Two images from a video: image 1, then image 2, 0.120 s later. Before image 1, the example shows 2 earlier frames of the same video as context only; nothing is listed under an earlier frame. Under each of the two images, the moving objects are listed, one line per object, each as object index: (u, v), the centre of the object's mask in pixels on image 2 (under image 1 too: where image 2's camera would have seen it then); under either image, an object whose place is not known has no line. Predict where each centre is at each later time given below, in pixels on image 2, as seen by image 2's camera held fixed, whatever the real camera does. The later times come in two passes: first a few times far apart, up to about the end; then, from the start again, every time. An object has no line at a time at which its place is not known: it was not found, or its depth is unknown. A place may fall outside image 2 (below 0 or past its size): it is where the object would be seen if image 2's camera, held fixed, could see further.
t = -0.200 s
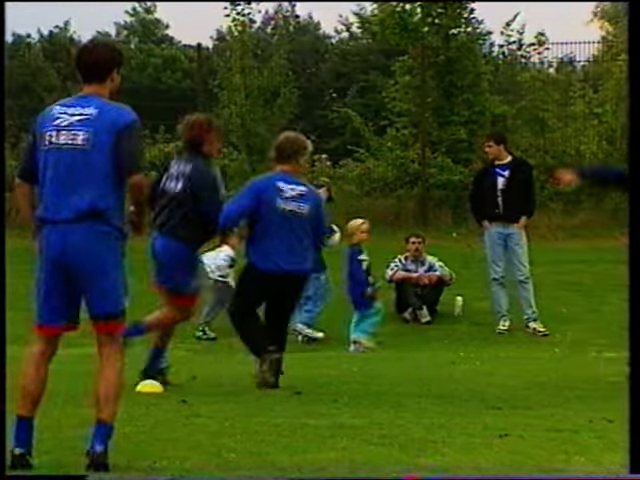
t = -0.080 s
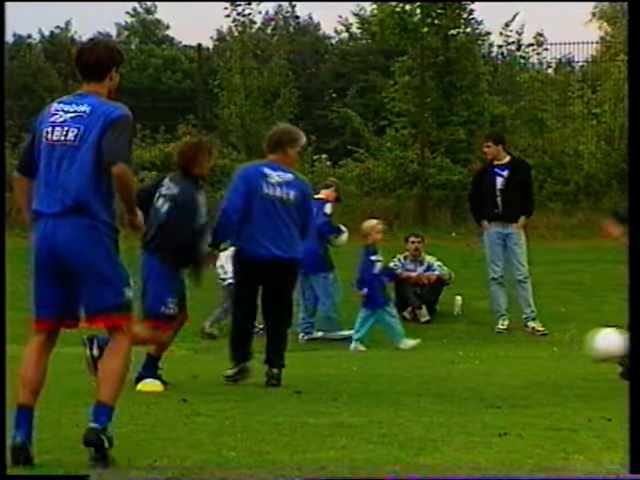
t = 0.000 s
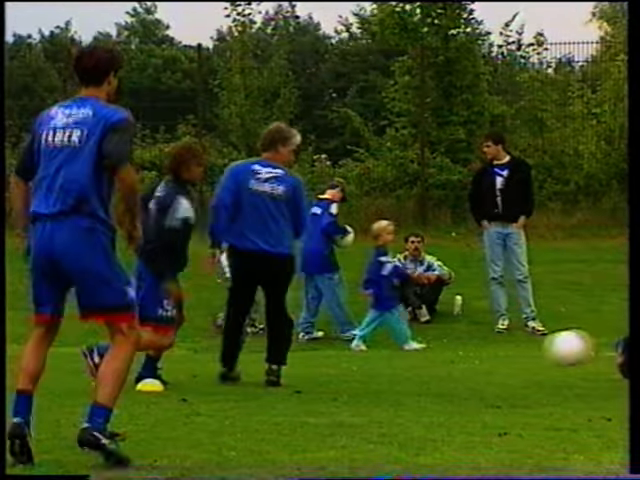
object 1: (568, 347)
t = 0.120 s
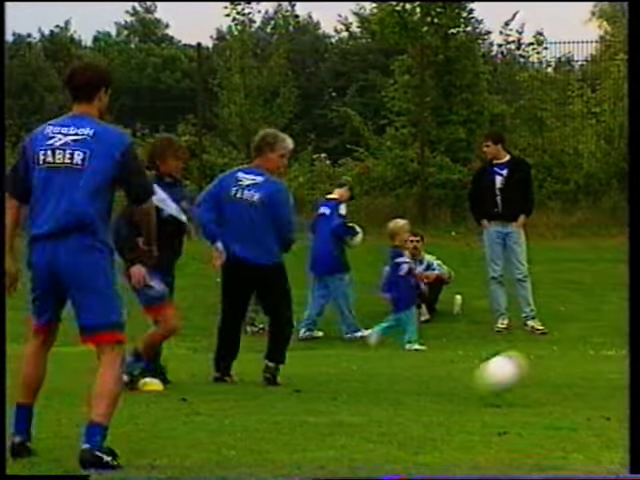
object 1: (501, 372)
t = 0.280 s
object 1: (416, 376)
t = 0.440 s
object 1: (328, 394)
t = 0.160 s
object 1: (479, 386)
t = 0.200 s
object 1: (457, 386)
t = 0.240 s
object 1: (437, 380)
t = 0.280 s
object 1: (416, 376)
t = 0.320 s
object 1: (395, 375)
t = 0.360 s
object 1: (374, 379)
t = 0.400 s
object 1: (352, 385)
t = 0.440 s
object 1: (328, 394)
